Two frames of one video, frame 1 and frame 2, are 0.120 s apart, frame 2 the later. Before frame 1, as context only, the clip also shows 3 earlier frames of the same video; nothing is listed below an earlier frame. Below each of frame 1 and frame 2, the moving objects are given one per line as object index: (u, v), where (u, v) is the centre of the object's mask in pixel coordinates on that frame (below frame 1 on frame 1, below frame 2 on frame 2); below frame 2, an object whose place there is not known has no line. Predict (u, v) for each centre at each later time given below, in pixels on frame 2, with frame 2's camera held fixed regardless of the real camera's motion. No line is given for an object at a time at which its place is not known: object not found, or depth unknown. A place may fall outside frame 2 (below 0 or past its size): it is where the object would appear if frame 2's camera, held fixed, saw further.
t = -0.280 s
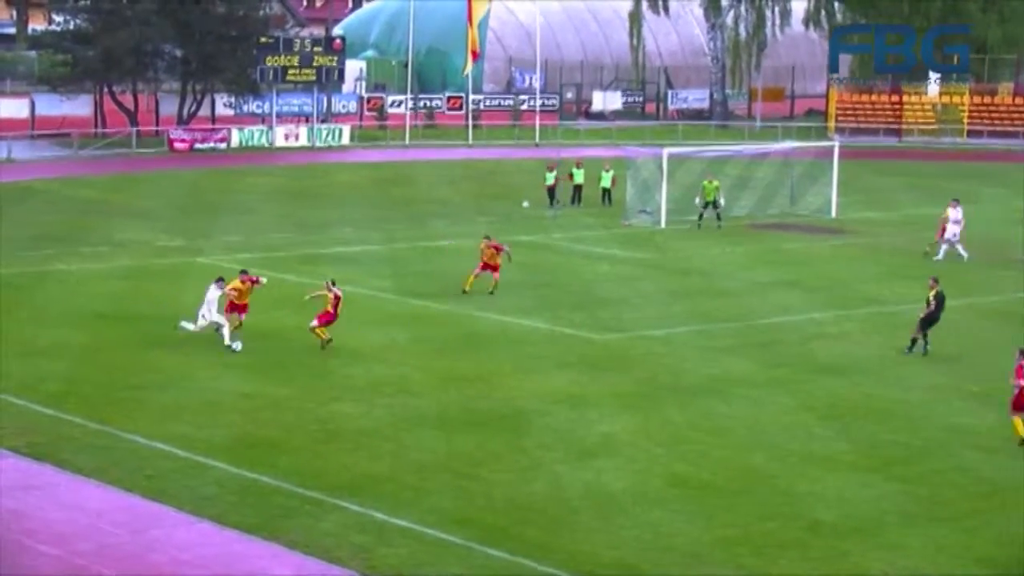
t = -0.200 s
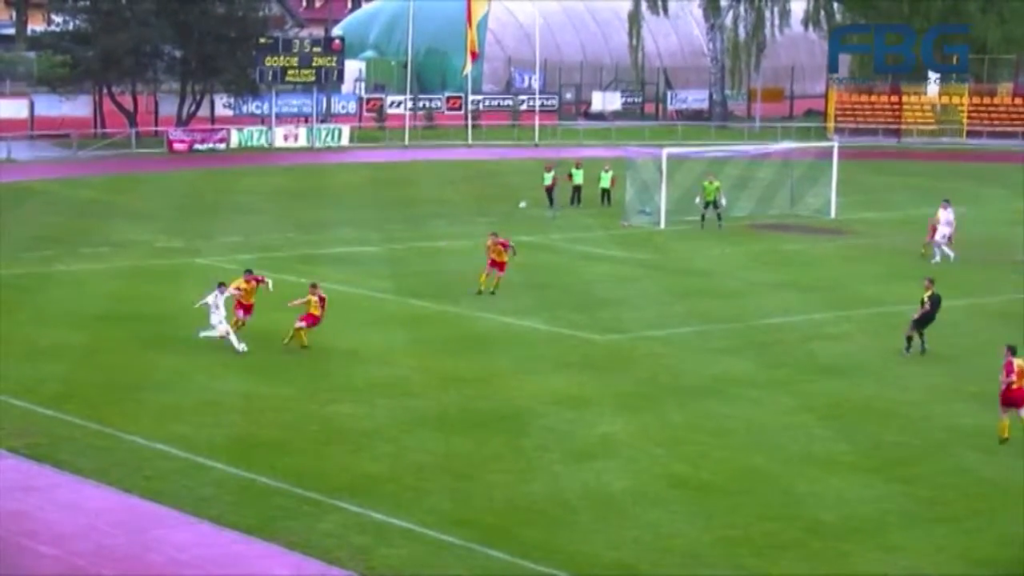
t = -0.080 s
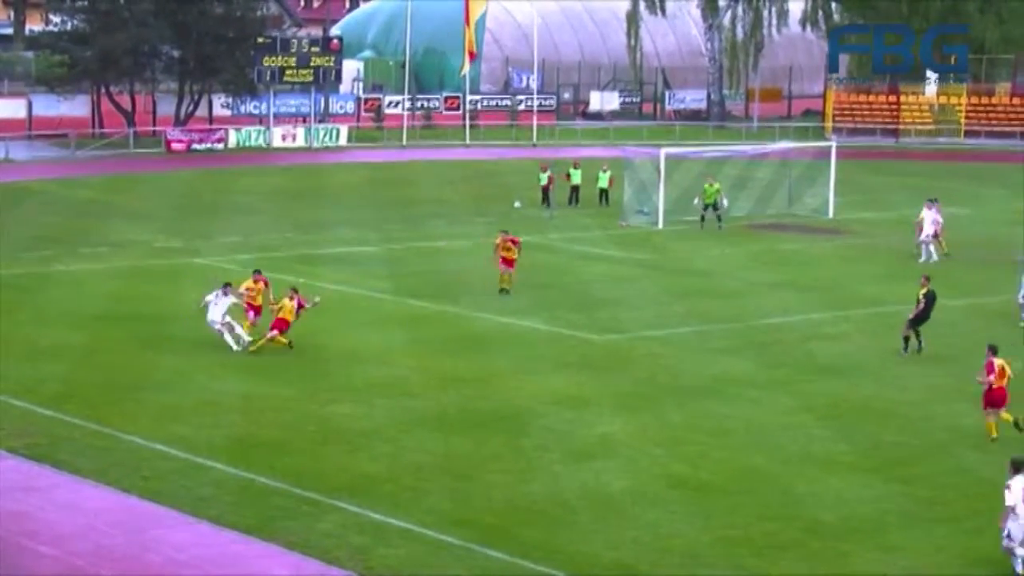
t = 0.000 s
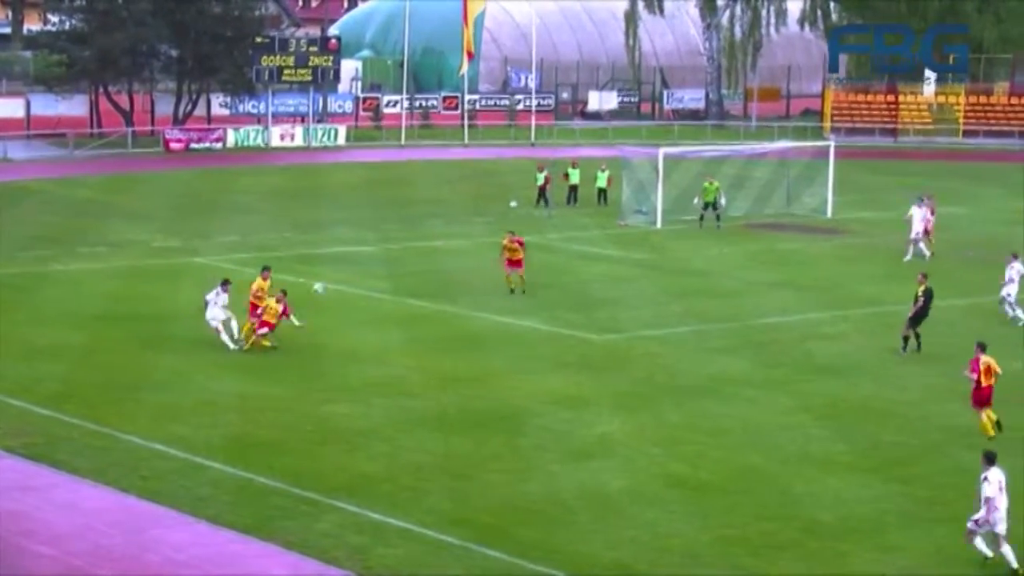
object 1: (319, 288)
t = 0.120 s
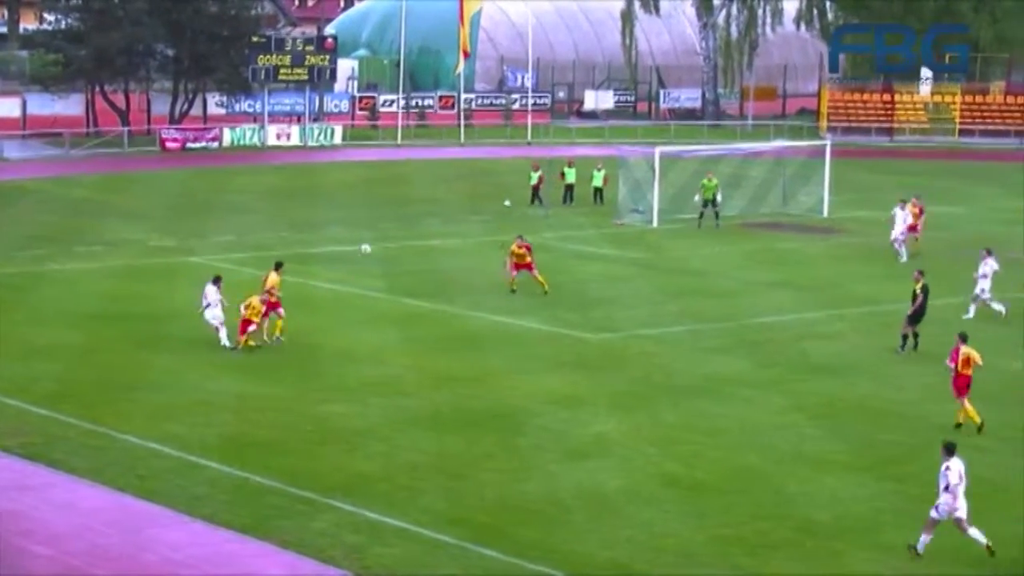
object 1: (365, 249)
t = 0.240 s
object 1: (414, 218)
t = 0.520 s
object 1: (518, 178)
